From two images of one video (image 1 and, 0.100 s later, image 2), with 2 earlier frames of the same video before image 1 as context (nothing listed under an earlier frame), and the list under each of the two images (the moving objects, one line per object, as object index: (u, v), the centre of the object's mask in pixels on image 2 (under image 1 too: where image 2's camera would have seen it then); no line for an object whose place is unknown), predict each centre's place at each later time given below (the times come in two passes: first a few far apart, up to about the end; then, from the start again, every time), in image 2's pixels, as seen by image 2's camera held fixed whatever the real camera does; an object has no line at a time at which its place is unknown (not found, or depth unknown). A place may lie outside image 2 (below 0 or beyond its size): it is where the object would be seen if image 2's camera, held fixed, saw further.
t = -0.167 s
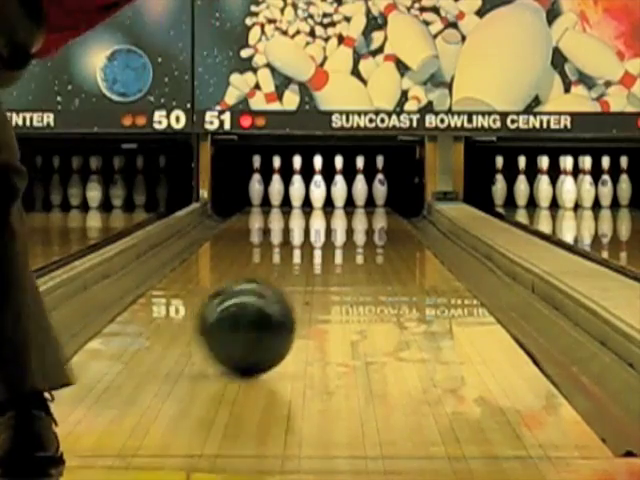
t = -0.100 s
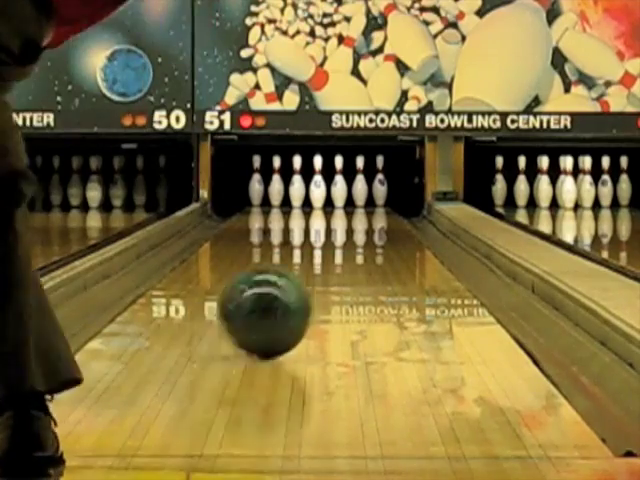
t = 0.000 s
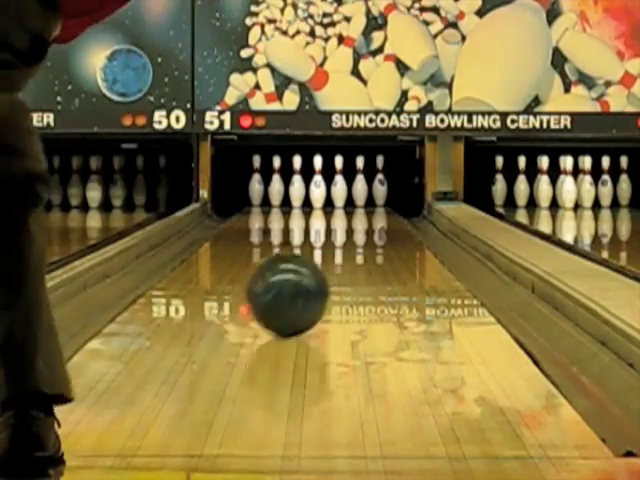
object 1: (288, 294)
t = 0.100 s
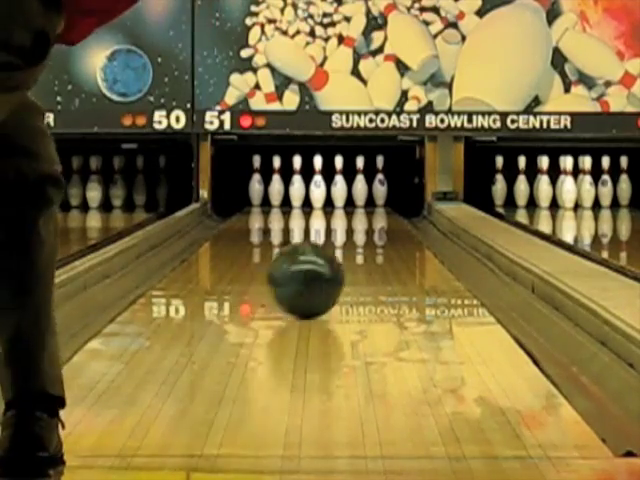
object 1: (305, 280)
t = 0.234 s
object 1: (325, 265)
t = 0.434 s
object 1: (346, 248)
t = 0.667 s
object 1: (362, 234)
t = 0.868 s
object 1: (371, 225)
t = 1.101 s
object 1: (374, 216)
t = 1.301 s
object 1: (372, 209)
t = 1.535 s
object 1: (362, 202)
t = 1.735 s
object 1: (348, 198)
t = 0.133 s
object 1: (311, 276)
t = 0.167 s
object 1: (316, 271)
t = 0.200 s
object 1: (321, 268)
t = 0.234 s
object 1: (325, 265)
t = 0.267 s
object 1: (329, 262)
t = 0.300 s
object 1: (333, 258)
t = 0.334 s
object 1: (336, 255)
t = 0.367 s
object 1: (339, 253)
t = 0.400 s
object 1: (343, 250)
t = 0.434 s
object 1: (346, 248)
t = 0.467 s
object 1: (349, 246)
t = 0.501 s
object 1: (351, 244)
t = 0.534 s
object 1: (354, 242)
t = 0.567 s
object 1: (356, 240)
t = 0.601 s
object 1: (358, 238)
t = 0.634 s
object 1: (360, 236)
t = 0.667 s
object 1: (362, 234)
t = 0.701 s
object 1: (364, 232)
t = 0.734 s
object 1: (365, 231)
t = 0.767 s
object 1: (367, 229)
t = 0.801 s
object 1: (369, 227)
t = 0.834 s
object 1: (370, 226)
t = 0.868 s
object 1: (371, 225)
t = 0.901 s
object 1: (372, 223)
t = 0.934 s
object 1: (372, 221)
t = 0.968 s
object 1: (373, 220)
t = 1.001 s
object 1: (373, 219)
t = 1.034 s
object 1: (374, 218)
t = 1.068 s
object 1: (374, 217)
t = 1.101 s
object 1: (374, 216)
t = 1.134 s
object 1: (374, 215)
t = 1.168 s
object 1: (374, 214)
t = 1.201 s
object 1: (374, 213)
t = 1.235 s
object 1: (373, 211)
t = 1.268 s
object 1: (373, 210)
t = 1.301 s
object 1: (372, 209)
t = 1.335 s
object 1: (371, 208)
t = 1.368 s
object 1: (370, 207)
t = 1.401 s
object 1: (369, 206)
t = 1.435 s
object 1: (368, 205)
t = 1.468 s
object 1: (367, 204)
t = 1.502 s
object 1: (365, 203)
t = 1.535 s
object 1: (362, 202)
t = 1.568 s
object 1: (360, 201)
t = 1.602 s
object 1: (359, 201)
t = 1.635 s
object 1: (356, 200)
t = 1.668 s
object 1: (354, 199)
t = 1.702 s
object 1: (351, 199)
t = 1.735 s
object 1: (348, 198)
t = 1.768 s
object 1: (345, 197)
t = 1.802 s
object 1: (342, 196)
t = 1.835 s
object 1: (339, 197)
